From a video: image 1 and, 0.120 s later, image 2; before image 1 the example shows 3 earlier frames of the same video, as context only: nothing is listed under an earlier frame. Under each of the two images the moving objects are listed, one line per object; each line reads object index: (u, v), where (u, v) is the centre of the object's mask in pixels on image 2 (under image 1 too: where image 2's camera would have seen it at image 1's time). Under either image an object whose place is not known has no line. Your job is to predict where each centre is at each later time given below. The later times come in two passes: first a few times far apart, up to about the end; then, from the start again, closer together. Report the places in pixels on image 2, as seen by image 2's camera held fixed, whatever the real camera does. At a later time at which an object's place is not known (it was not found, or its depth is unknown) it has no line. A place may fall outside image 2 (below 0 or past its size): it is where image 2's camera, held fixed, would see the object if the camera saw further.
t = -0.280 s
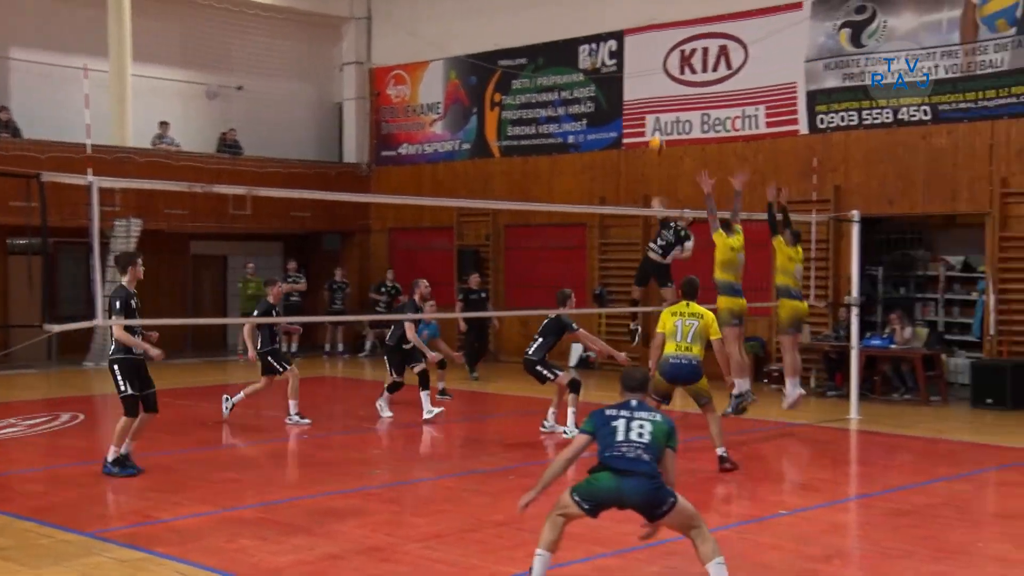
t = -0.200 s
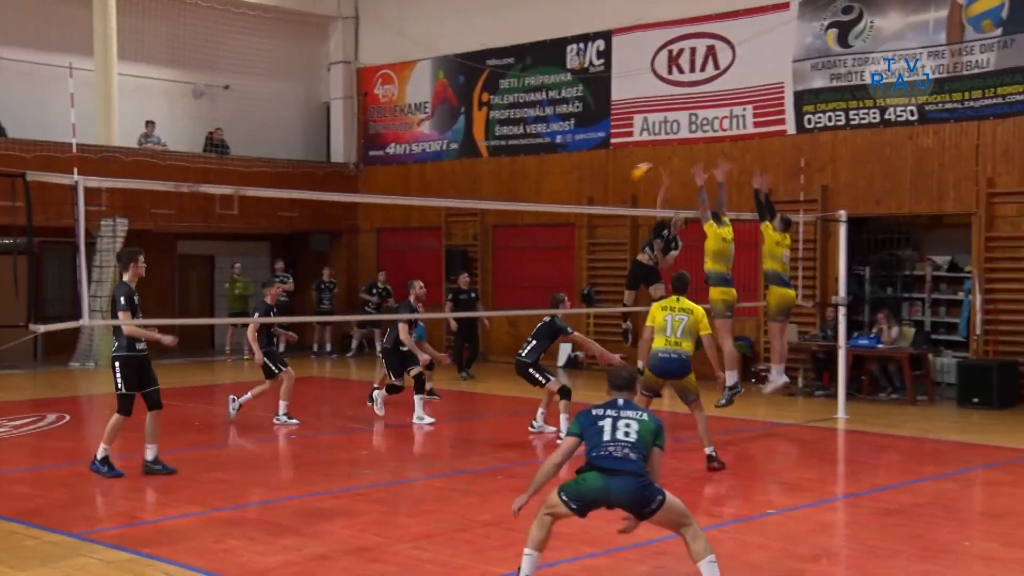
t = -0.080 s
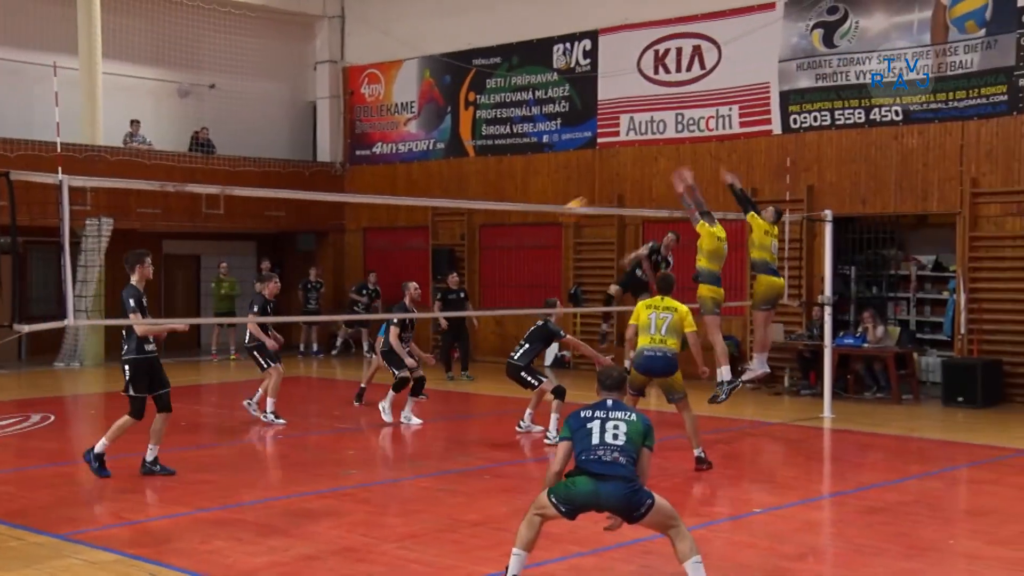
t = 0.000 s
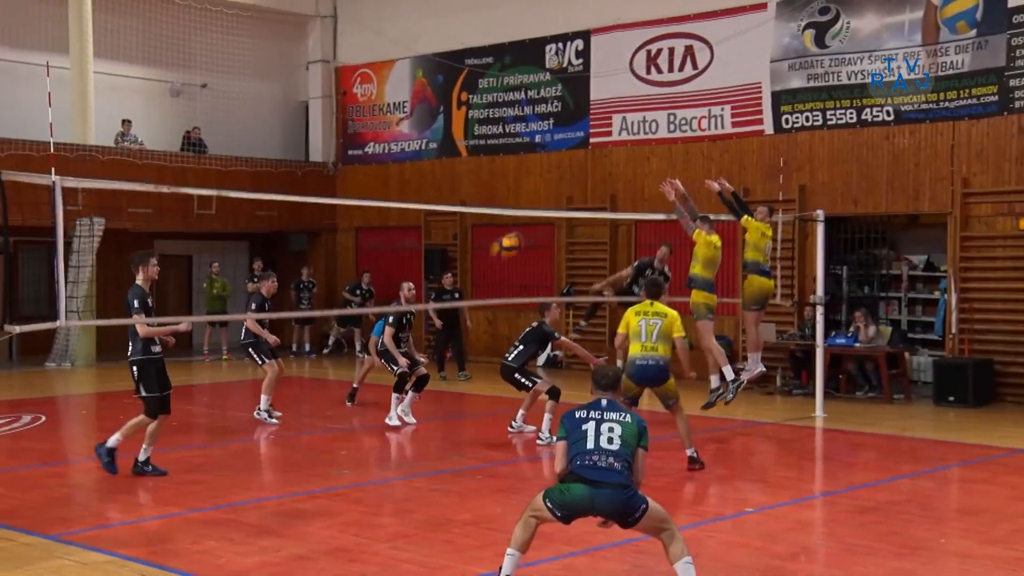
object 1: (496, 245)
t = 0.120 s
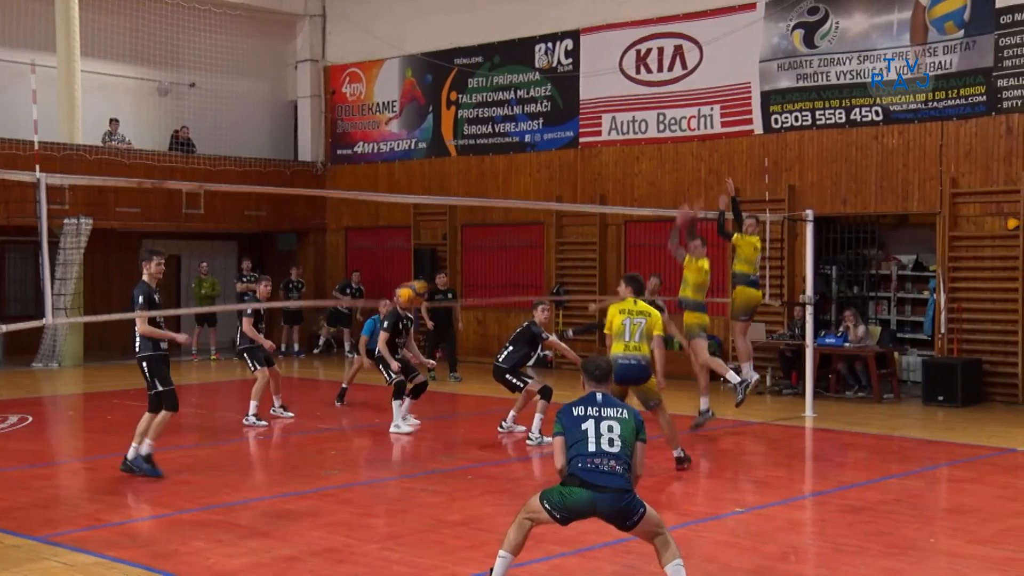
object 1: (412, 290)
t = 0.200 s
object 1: (356, 307)
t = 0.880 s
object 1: (-129, 377)
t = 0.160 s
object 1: (382, 298)
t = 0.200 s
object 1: (356, 307)
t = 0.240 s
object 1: (326, 324)
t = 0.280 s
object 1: (297, 337)
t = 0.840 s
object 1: (-92, 384)
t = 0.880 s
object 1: (-129, 377)
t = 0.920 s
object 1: (-155, 375)
